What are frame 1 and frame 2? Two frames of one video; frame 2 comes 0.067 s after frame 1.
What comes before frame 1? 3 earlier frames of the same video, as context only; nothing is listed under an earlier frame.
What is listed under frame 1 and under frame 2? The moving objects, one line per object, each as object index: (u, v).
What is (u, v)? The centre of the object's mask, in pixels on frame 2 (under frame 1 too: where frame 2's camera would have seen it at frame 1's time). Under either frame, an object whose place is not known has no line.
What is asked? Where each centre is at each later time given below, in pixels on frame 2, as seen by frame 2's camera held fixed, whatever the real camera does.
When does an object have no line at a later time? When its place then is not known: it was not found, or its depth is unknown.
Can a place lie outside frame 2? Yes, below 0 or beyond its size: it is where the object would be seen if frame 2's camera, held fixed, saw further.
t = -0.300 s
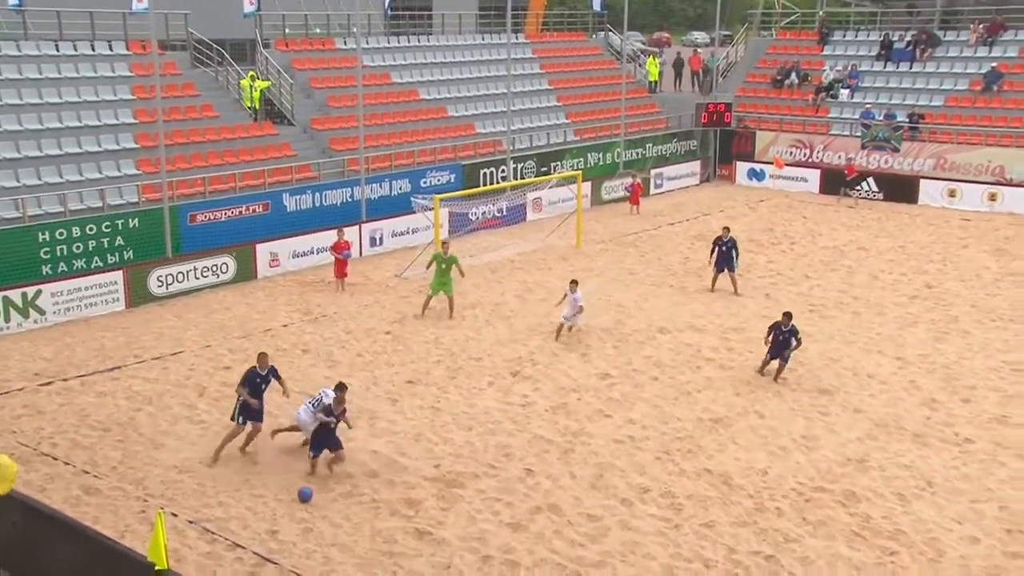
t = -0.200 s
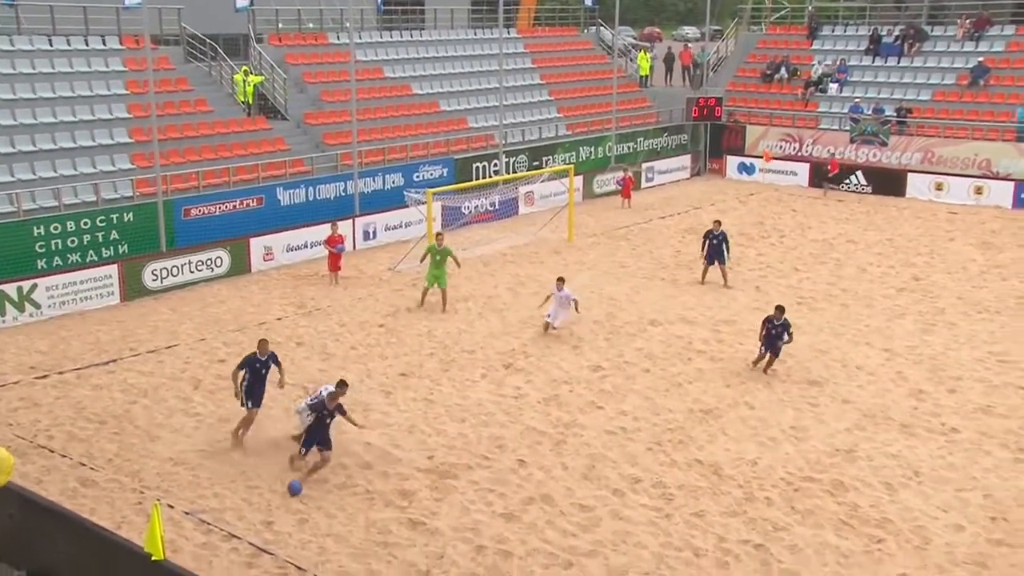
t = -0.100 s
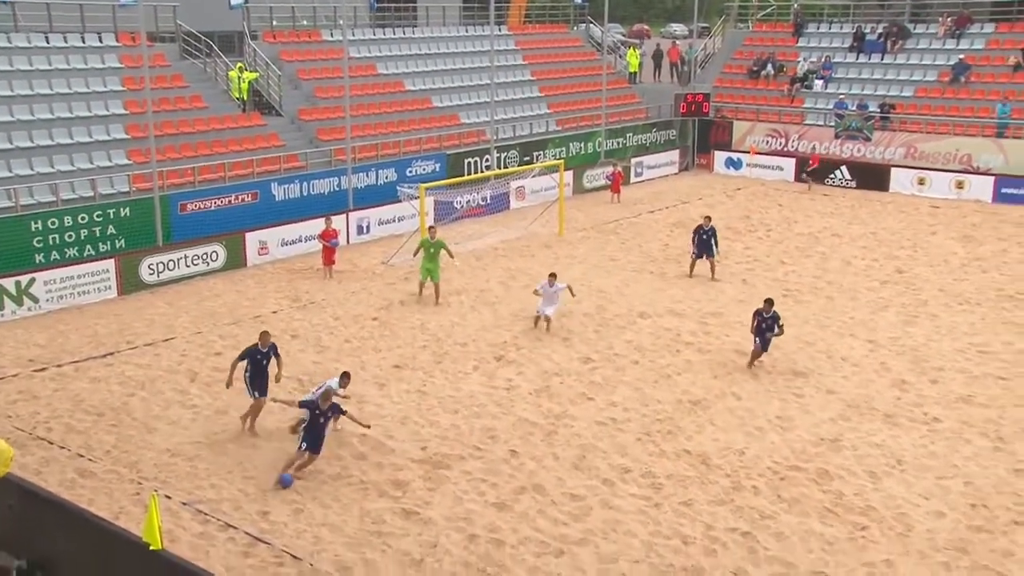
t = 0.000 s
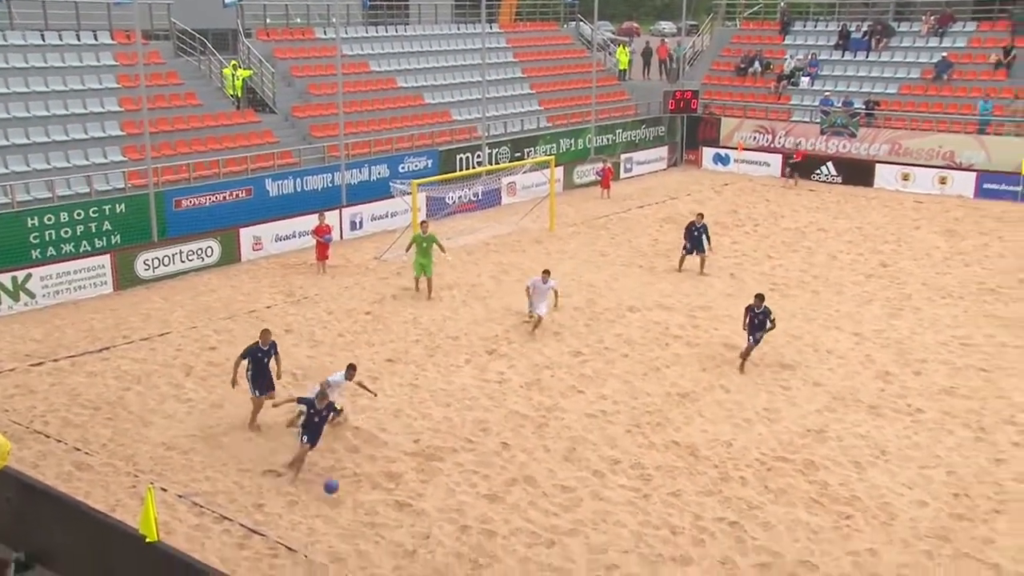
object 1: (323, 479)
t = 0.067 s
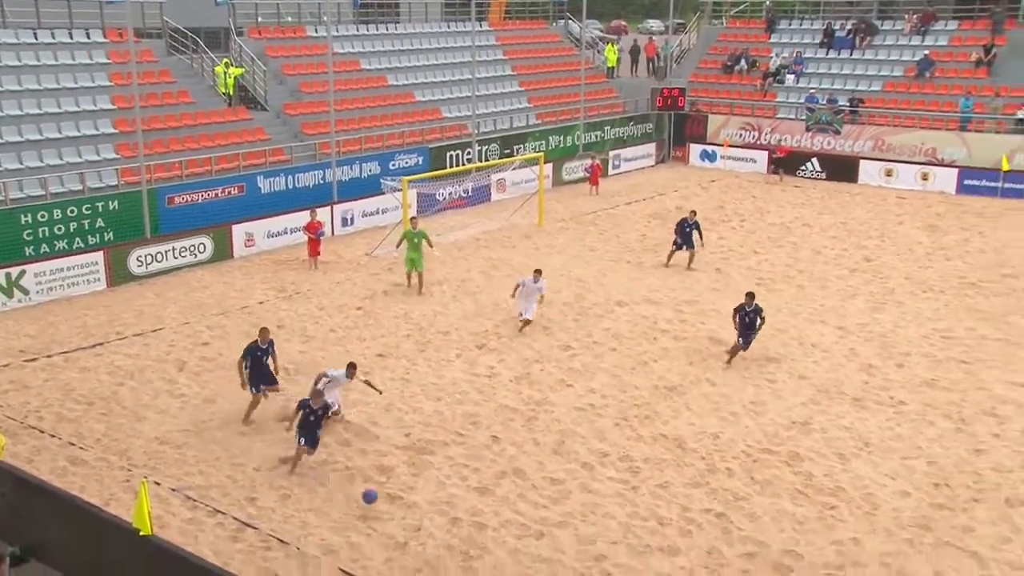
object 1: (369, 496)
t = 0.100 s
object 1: (383, 501)
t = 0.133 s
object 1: (407, 513)
